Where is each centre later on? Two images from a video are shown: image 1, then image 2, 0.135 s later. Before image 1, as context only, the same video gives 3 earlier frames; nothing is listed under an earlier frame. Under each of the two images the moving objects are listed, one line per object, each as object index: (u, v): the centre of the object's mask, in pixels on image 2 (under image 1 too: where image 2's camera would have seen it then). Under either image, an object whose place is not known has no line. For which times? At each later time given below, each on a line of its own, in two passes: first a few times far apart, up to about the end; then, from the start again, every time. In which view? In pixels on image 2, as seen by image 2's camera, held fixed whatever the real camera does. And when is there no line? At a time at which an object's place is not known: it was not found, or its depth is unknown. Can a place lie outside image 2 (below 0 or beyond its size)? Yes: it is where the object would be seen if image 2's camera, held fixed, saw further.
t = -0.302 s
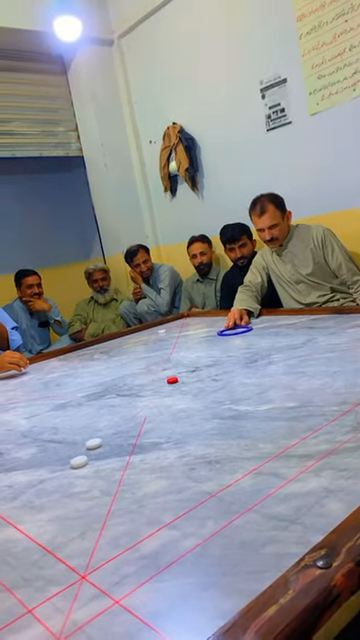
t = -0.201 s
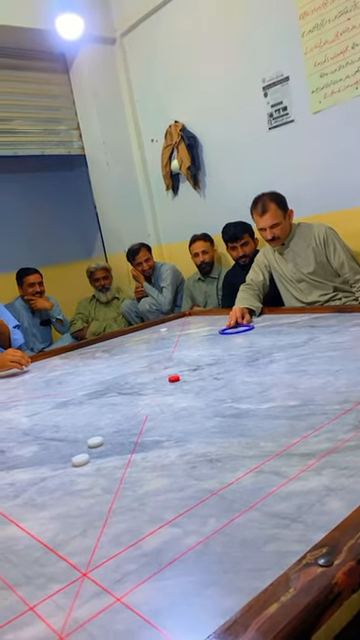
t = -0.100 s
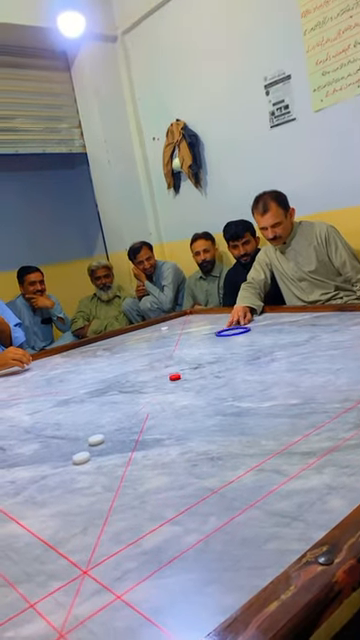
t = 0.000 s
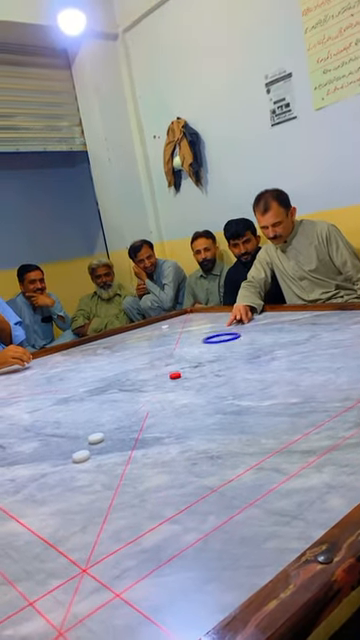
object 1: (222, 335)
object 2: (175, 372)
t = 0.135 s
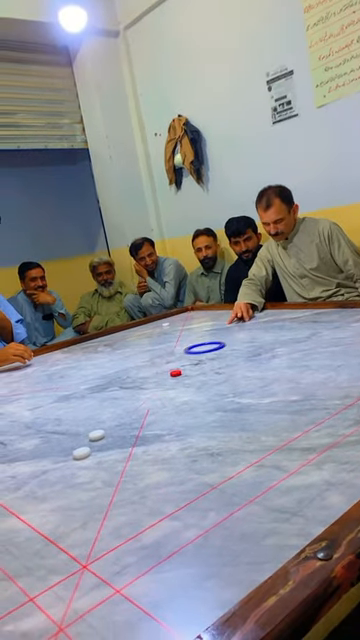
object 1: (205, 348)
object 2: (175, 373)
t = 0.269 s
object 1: (184, 362)
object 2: (175, 373)
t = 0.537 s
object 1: (133, 394)
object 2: (164, 401)
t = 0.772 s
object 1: (72, 430)
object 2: (147, 441)
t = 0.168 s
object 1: (199, 351)
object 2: (175, 373)
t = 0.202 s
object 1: (194, 355)
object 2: (175, 372)
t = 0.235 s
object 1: (189, 358)
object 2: (175, 373)
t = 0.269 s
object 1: (184, 362)
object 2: (175, 373)
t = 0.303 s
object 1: (178, 366)
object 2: (175, 373)
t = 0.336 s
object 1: (172, 370)
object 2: (174, 375)
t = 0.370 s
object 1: (166, 373)
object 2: (172, 379)
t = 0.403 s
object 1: (159, 377)
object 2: (171, 383)
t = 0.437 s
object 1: (153, 381)
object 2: (170, 387)
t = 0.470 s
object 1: (147, 385)
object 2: (168, 392)
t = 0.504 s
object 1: (140, 389)
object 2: (166, 396)
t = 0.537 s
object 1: (133, 394)
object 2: (164, 401)
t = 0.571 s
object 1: (125, 398)
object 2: (162, 406)
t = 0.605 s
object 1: (118, 403)
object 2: (160, 411)
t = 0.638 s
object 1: (109, 408)
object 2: (158, 416)
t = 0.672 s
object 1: (101, 413)
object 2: (155, 422)
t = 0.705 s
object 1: (91, 419)
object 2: (153, 428)
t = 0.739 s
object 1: (82, 425)
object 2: (150, 435)
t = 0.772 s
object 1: (72, 430)
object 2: (147, 441)
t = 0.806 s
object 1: (61, 437)
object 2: (144, 449)
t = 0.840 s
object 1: (51, 444)
